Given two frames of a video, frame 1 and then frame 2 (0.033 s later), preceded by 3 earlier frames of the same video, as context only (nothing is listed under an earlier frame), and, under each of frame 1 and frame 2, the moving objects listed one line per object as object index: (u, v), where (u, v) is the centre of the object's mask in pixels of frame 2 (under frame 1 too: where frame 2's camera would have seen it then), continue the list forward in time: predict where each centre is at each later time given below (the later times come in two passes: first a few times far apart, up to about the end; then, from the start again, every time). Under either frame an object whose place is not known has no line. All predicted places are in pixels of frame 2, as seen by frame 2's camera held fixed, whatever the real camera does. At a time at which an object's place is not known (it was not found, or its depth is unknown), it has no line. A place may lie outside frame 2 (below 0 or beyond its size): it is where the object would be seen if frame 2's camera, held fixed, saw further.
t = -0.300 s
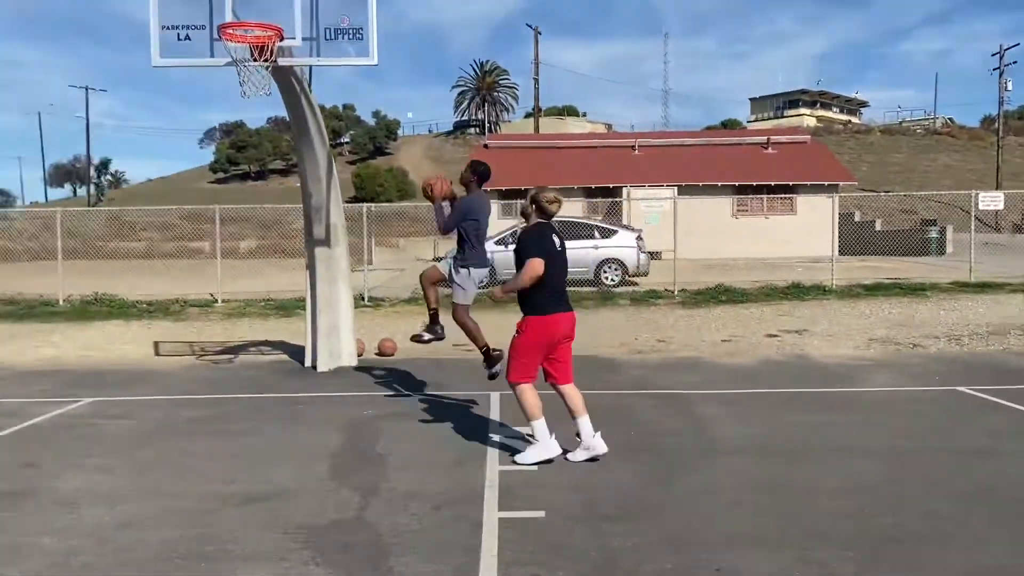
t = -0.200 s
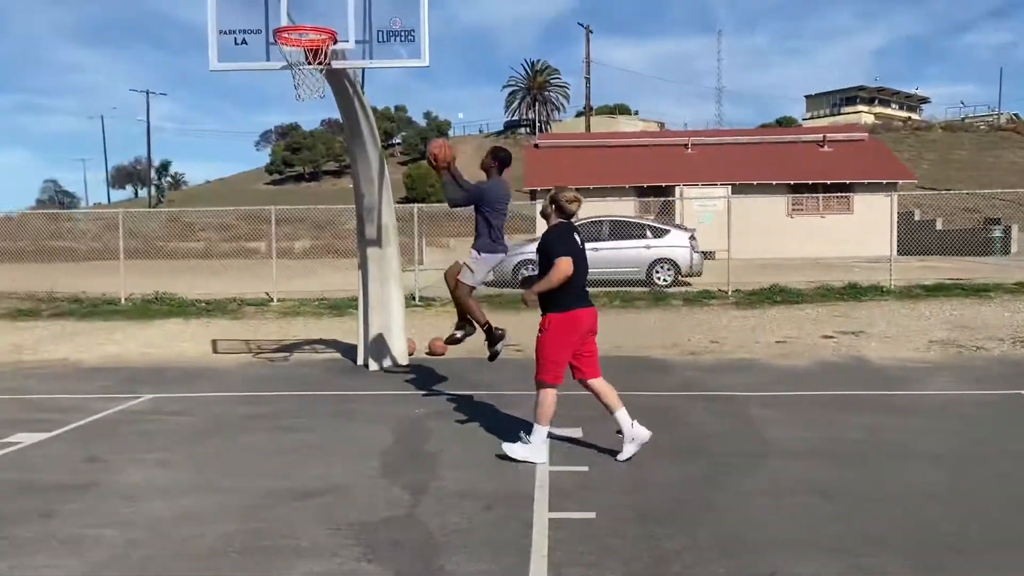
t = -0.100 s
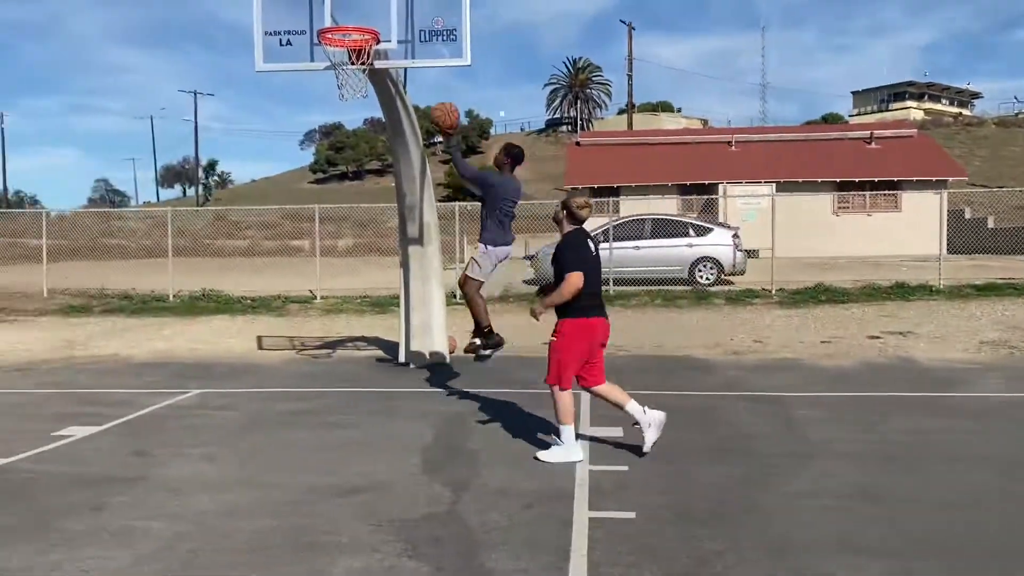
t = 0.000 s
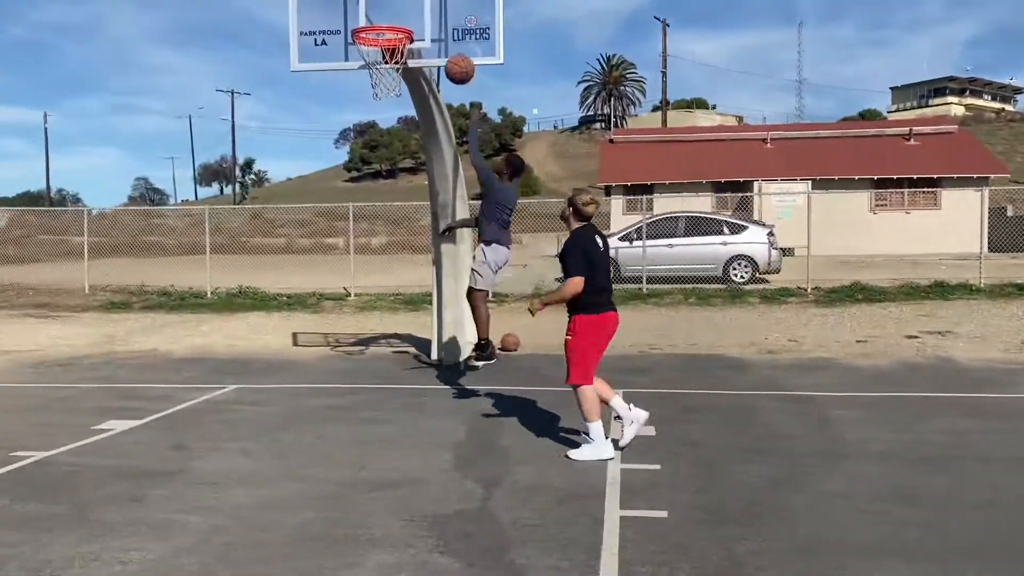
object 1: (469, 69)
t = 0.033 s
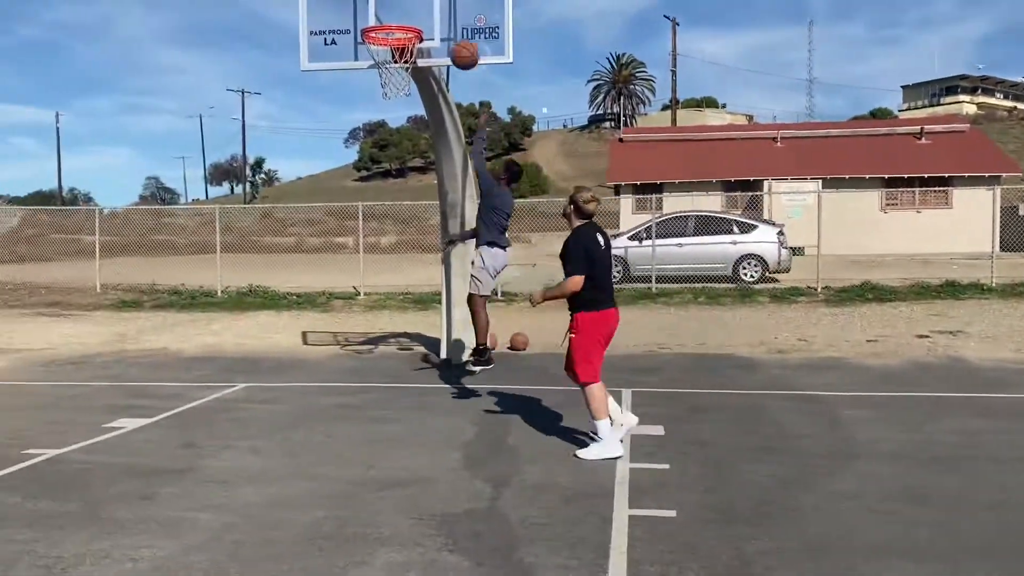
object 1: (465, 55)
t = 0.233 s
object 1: (441, 12)
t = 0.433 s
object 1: (420, 16)
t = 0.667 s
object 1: (389, 11)
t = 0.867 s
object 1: (393, 24)
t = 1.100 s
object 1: (413, 63)
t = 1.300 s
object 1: (412, 114)
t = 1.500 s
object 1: (410, 206)
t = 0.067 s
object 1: (461, 42)
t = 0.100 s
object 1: (456, 32)
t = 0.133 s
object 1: (452, 23)
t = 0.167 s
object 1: (448, 16)
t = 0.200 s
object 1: (444, 13)
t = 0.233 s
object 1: (441, 12)
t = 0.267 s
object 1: (437, 12)
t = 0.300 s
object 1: (434, 12)
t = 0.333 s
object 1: (430, 12)
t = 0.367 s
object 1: (427, 13)
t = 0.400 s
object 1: (423, 16)
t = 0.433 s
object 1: (420, 16)
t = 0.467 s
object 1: (415, 13)
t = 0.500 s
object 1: (410, 9)
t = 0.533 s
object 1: (406, 7)
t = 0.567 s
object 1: (402, 6)
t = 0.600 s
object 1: (398, 6)
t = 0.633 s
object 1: (393, 8)
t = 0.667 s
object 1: (389, 11)
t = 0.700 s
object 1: (385, 14)
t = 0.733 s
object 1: (380, 17)
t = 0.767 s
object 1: (376, 21)
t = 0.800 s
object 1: (381, 22)
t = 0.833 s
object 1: (386, 22)
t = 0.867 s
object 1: (393, 24)
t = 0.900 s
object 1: (402, 51)
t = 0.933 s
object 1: (405, 51)
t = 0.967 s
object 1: (409, 56)
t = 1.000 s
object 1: (411, 59)
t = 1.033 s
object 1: (413, 61)
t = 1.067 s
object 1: (414, 62)
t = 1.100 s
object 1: (413, 63)
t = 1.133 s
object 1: (413, 64)
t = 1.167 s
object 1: (415, 85)
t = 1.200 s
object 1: (415, 89)
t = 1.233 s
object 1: (413, 95)
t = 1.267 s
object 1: (412, 103)
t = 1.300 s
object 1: (412, 114)
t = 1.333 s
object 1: (413, 125)
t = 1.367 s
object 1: (413, 139)
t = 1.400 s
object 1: (413, 156)
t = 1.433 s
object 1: (410, 170)
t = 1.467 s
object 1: (411, 190)
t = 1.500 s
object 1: (410, 206)
